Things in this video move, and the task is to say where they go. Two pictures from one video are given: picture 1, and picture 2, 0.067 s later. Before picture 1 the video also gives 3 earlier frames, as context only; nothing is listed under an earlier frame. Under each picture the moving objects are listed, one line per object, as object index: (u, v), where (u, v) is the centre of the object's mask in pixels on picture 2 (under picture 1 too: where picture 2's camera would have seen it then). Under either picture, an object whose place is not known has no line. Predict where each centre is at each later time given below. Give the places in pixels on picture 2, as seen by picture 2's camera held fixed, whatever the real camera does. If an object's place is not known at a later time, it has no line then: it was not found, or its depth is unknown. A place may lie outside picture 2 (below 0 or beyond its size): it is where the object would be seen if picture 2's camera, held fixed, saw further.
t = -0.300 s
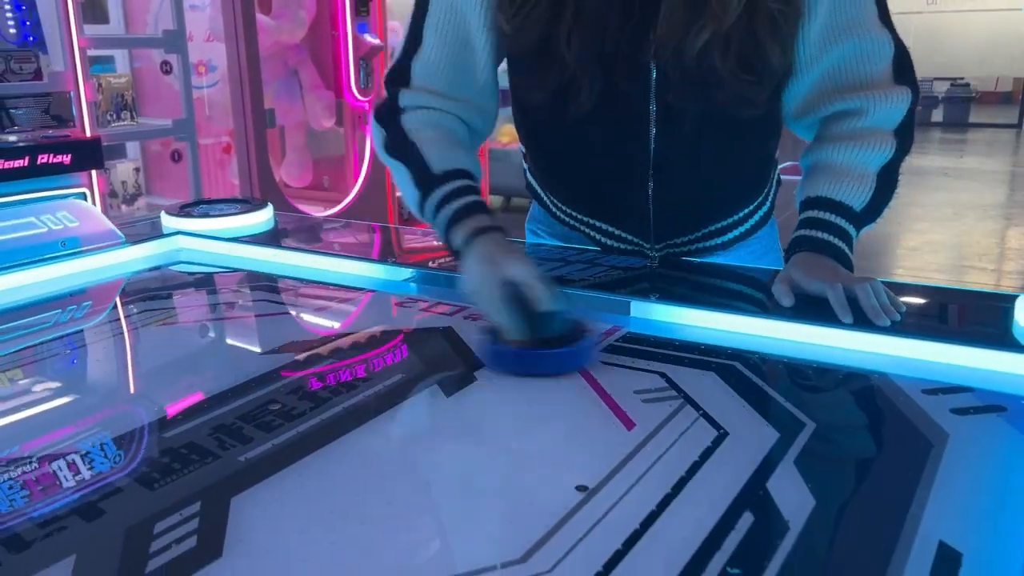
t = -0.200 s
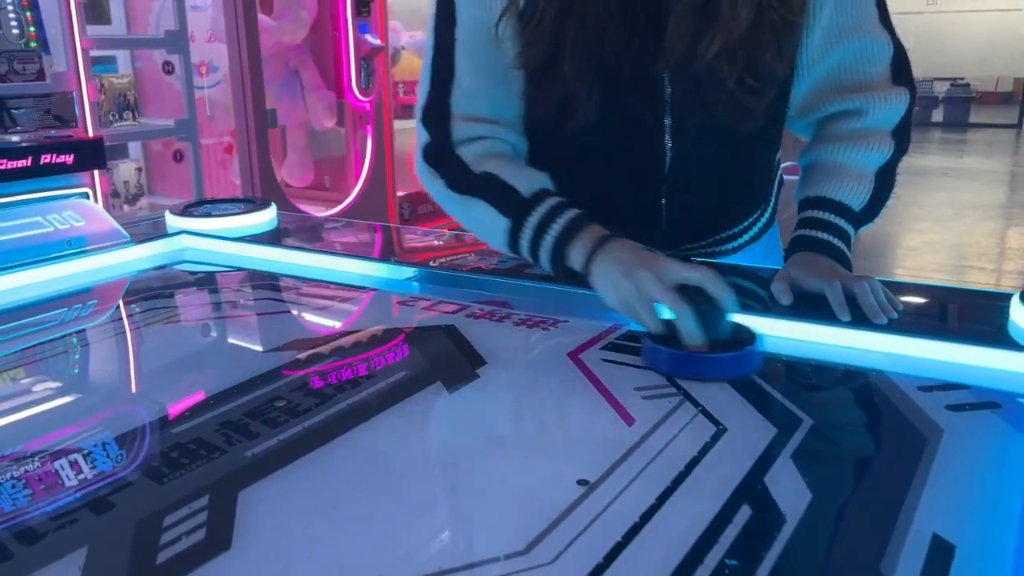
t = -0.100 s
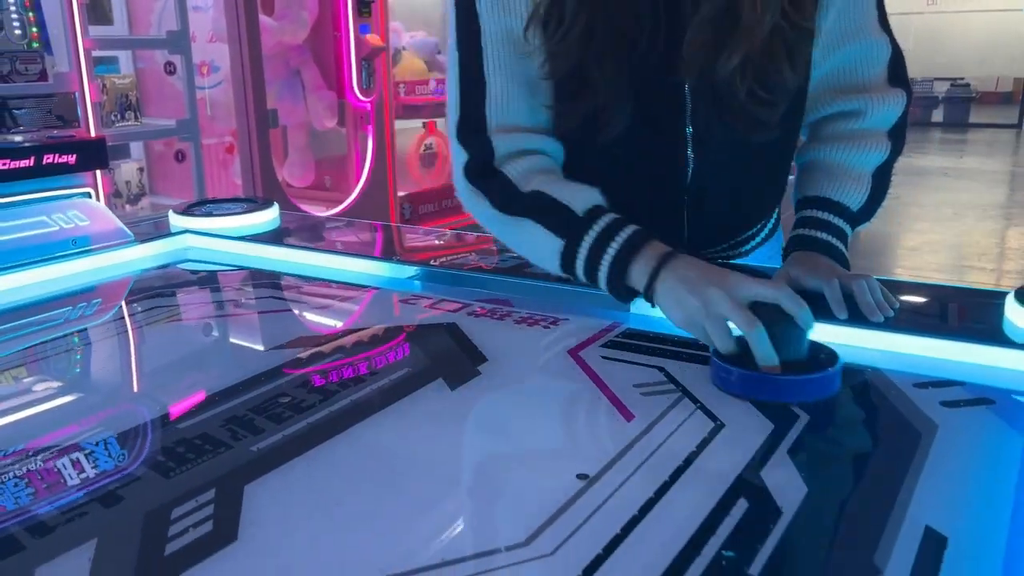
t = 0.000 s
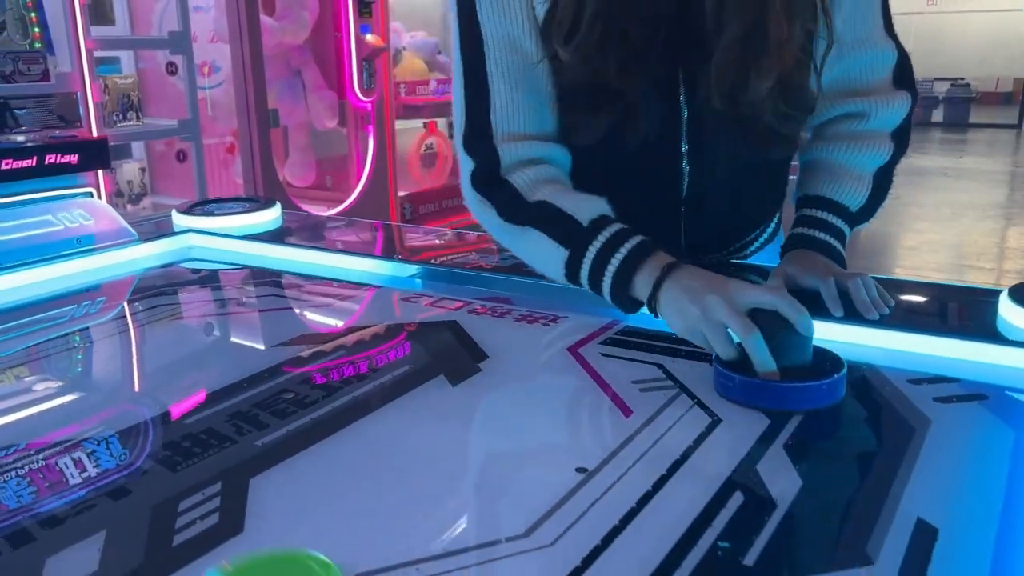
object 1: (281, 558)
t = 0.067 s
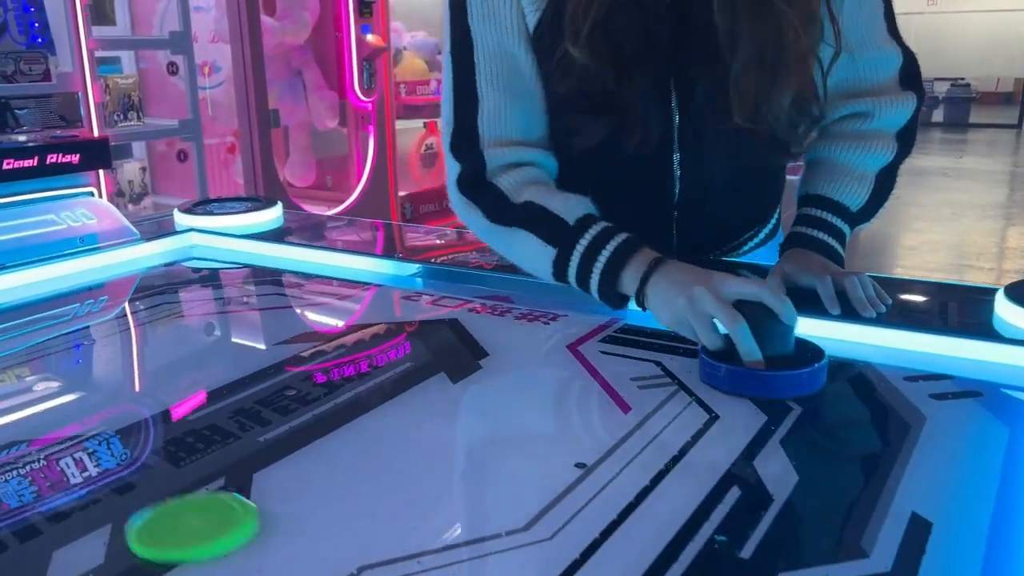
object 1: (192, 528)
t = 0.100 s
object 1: (160, 503)
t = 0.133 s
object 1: (130, 481)
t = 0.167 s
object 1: (102, 460)
